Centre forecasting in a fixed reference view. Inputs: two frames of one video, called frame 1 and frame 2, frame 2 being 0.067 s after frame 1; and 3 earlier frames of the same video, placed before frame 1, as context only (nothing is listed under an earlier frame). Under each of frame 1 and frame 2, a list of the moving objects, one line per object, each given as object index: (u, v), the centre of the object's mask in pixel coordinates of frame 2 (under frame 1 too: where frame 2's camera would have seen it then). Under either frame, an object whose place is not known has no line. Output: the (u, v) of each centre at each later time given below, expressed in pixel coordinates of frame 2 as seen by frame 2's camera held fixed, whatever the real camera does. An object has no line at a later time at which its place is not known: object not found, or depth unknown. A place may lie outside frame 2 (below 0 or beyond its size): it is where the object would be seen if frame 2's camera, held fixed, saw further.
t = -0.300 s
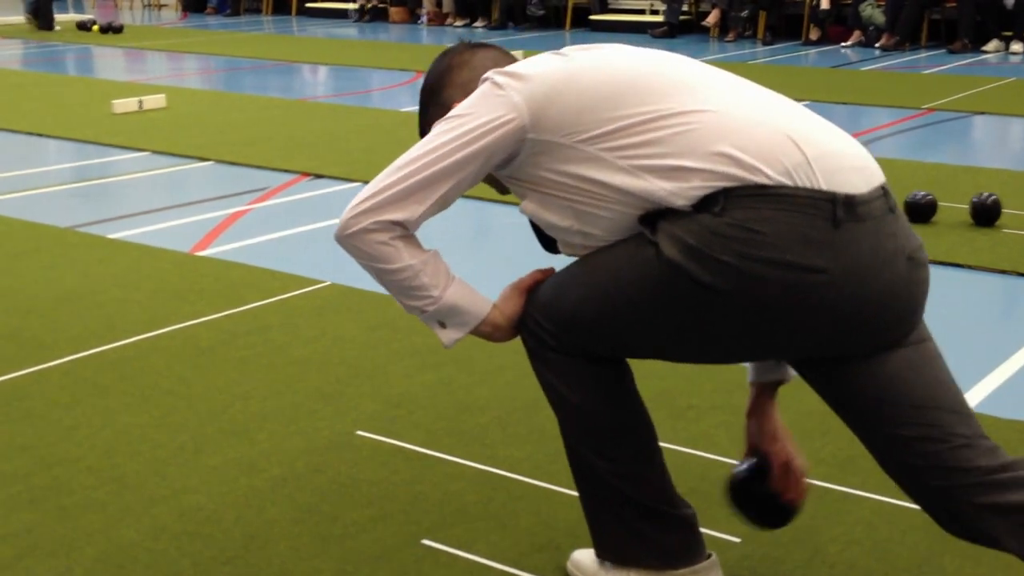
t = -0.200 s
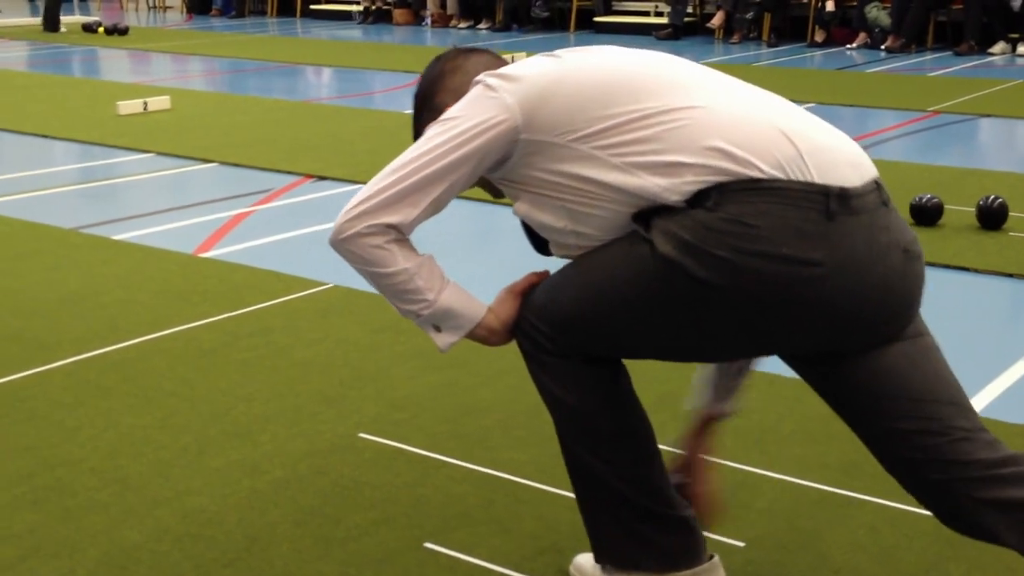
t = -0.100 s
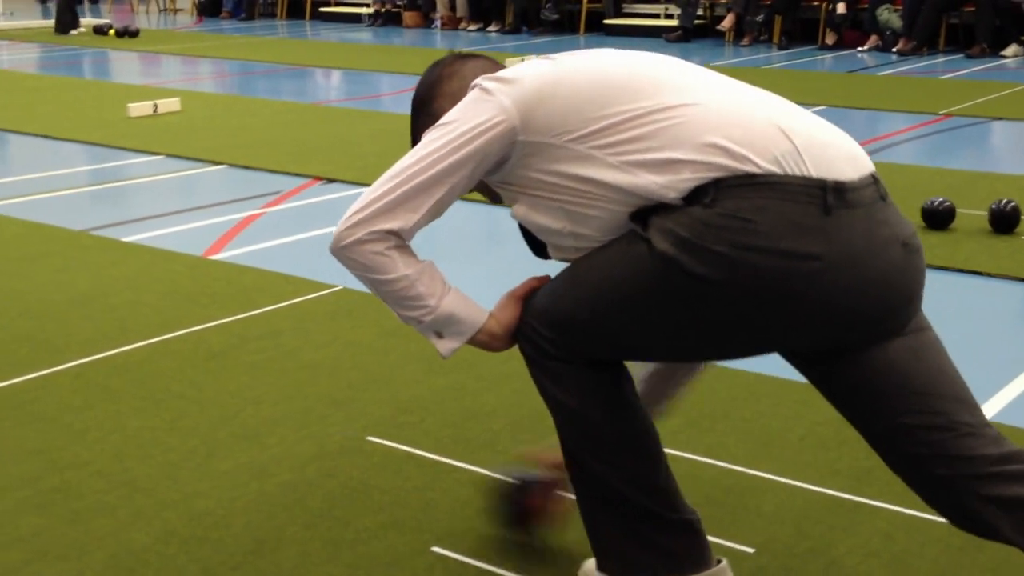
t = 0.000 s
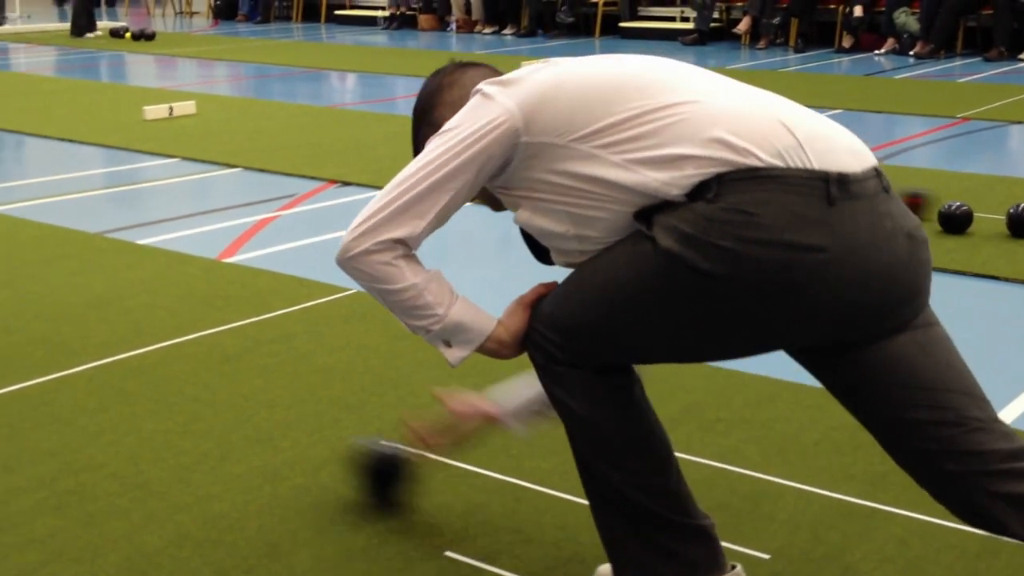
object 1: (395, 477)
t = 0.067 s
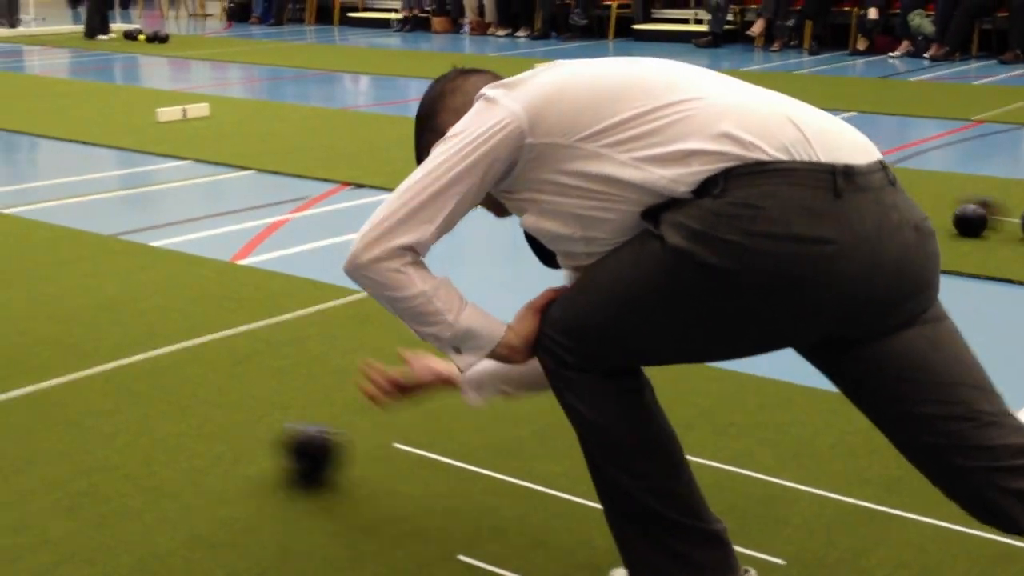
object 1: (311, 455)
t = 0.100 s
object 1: (272, 442)
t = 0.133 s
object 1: (238, 434)
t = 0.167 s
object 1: (205, 425)
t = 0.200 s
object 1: (174, 415)
